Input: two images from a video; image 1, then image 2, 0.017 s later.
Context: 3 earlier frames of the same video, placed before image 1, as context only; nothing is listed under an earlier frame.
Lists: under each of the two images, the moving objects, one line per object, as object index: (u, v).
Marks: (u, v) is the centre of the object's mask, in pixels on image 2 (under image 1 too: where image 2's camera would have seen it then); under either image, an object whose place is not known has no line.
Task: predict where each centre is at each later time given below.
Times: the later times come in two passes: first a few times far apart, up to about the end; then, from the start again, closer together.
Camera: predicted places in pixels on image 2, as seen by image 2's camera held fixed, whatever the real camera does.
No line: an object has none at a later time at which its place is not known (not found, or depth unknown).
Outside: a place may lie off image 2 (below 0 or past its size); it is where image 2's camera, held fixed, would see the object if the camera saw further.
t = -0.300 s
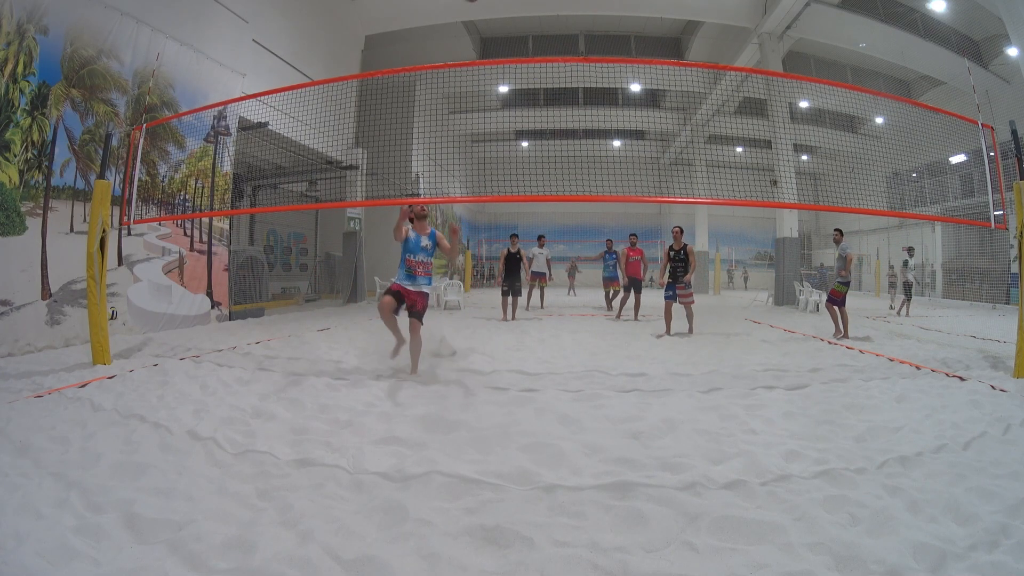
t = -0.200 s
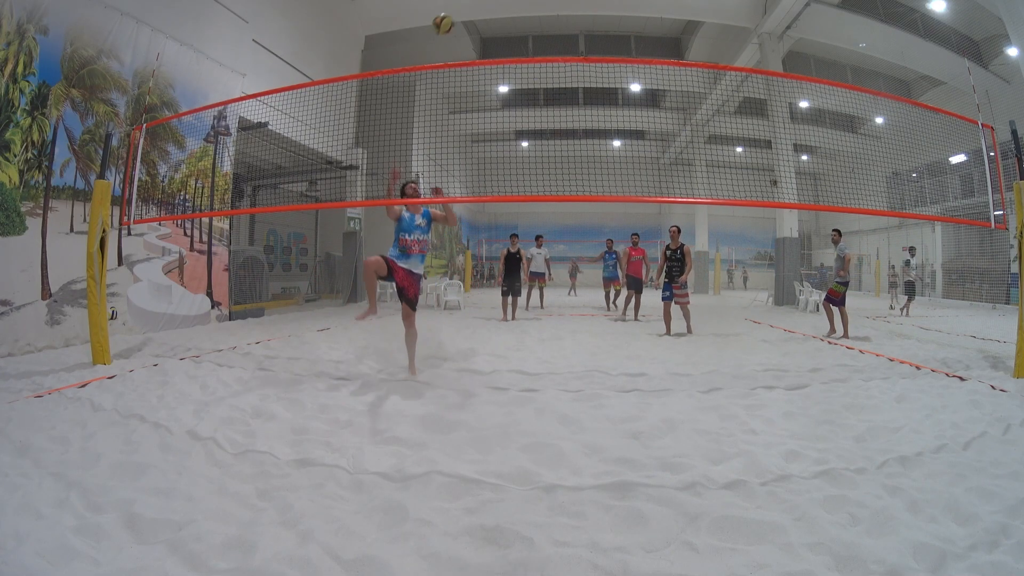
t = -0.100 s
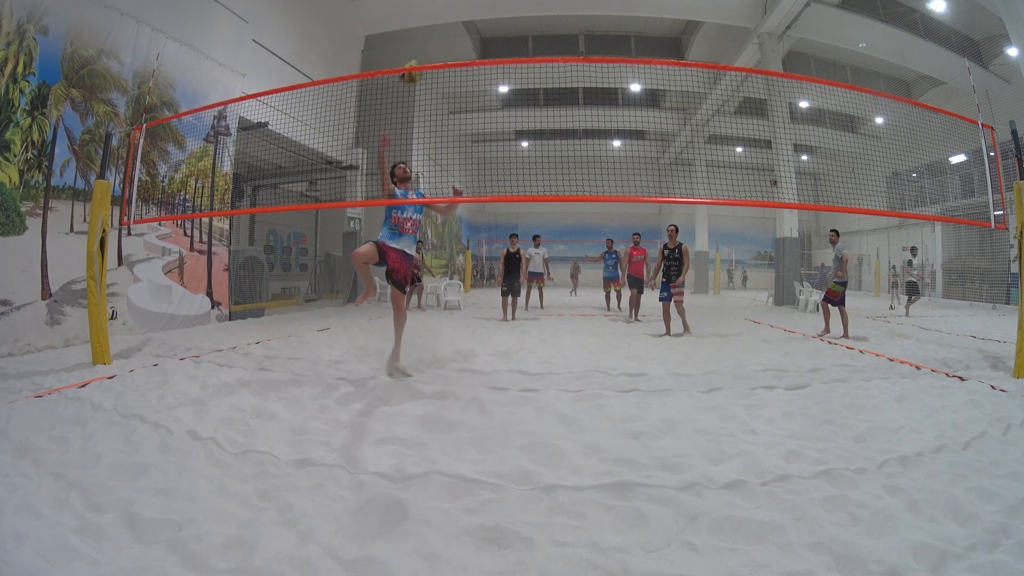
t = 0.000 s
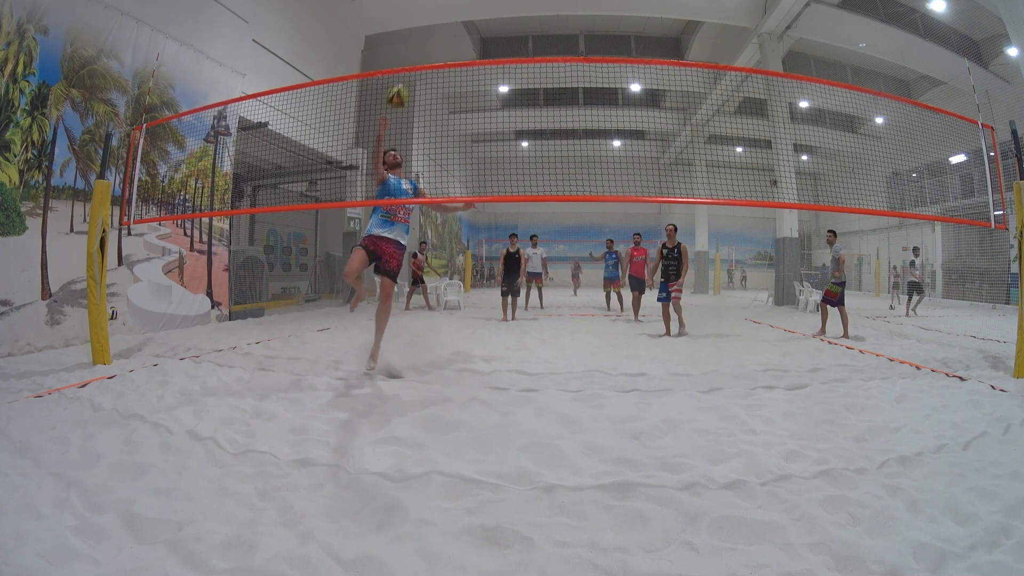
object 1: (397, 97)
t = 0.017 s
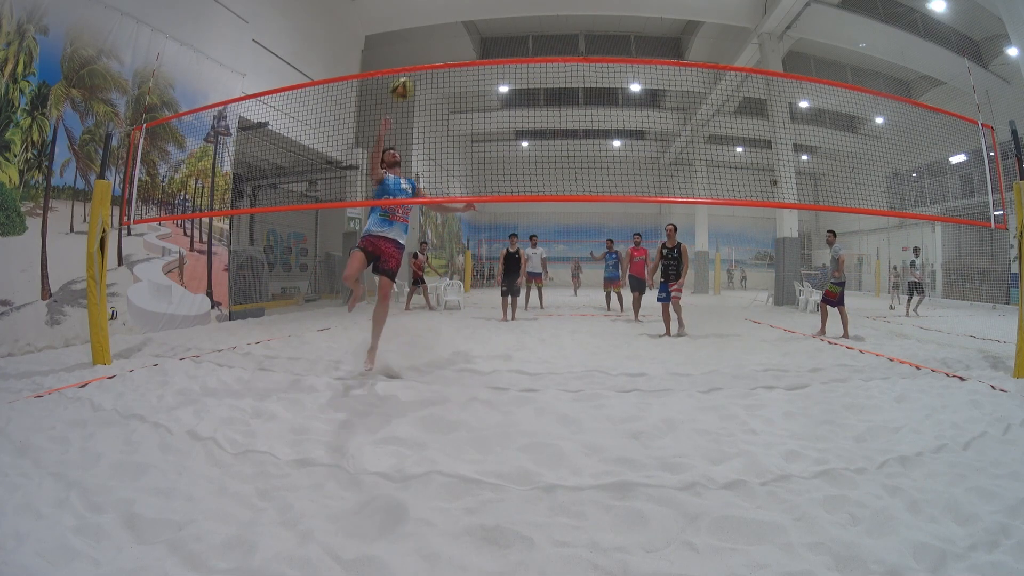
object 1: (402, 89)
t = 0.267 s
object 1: (456, 21)
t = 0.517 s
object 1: (503, 15)
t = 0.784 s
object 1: (550, 72)
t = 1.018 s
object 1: (591, 183)
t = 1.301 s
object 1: (635, 367)
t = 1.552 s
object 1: (712, 322)
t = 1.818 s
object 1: (774, 343)
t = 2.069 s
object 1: (813, 331)
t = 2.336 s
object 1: (843, 348)
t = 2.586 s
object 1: (864, 341)
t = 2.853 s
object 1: (879, 343)
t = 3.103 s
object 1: (888, 343)
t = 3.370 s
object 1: (892, 340)
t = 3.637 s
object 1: (895, 339)
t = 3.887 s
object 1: (899, 339)
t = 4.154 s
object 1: (898, 339)
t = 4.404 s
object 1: (896, 340)
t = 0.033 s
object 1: (405, 83)
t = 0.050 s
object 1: (409, 79)
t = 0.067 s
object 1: (413, 68)
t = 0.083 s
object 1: (417, 60)
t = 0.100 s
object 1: (421, 56)
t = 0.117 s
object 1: (425, 53)
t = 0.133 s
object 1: (428, 48)
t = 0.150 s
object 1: (432, 44)
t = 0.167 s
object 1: (436, 39)
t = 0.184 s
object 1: (439, 35)
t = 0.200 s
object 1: (443, 32)
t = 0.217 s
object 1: (446, 29)
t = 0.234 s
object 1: (450, 26)
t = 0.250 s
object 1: (453, 23)
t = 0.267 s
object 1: (456, 21)
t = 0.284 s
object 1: (459, 19)
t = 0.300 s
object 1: (462, 17)
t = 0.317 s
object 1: (466, 15)
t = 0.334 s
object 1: (469, 14)
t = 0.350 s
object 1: (472, 13)
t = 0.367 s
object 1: (476, 11)
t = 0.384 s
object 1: (479, 11)
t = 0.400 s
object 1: (481, 11)
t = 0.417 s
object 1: (485, 11)
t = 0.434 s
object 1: (488, 11)
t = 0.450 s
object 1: (491, 11)
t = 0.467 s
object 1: (494, 12)
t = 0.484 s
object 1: (497, 13)
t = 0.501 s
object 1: (500, 14)
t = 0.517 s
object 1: (503, 15)
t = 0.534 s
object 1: (506, 17)
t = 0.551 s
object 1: (509, 18)
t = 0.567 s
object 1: (512, 20)
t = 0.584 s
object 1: (515, 23)
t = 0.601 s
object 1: (518, 26)
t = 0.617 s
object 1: (521, 29)
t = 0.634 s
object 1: (524, 32)
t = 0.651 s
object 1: (527, 35)
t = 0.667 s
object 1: (530, 39)
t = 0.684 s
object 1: (533, 42)
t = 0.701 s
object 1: (536, 46)
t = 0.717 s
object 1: (539, 49)
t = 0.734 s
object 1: (542, 52)
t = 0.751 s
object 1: (545, 60)
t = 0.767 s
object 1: (547, 69)
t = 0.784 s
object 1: (550, 72)
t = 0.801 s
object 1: (553, 77)
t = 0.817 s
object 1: (556, 84)
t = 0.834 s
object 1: (559, 90)
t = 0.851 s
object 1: (561, 97)
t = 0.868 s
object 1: (565, 103)
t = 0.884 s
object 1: (567, 111)
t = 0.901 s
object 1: (570, 119)
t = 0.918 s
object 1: (574, 128)
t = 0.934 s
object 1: (576, 136)
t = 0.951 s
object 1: (579, 144)
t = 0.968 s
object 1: (582, 154)
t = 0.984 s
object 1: (585, 164)
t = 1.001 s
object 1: (588, 173)
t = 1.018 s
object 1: (591, 183)
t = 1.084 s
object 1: (602, 227)
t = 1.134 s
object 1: (610, 263)
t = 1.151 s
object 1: (612, 278)
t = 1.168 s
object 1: (614, 290)
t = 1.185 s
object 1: (616, 302)
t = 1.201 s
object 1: (619, 316)
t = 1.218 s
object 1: (621, 329)
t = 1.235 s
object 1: (622, 343)
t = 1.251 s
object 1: (624, 356)
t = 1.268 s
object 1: (626, 370)
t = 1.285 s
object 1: (630, 373)
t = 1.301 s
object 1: (635, 367)
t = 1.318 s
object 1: (641, 362)
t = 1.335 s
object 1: (647, 357)
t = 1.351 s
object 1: (653, 353)
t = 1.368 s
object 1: (657, 349)
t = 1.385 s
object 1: (663, 345)
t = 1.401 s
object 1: (668, 341)
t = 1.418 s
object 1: (673, 338)
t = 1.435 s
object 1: (678, 335)
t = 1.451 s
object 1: (684, 332)
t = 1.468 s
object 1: (689, 330)
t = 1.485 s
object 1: (693, 327)
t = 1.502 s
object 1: (698, 326)
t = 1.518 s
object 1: (703, 325)
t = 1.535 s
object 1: (708, 323)
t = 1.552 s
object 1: (712, 322)
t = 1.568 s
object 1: (717, 322)
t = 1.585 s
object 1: (721, 322)
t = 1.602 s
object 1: (726, 322)
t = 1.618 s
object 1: (729, 322)
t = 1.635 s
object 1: (734, 322)
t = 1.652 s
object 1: (738, 323)
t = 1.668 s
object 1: (742, 324)
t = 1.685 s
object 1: (746, 325)
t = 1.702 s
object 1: (750, 327)
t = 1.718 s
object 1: (753, 328)
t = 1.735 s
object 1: (757, 331)
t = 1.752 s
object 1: (760, 333)
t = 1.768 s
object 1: (764, 335)
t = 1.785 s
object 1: (767, 338)
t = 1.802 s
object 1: (771, 340)
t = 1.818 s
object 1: (774, 343)
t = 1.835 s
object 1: (778, 347)
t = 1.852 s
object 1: (781, 351)
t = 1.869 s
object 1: (784, 355)
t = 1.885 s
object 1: (786, 355)
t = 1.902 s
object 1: (789, 352)
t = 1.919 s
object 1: (792, 349)
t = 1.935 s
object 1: (794, 346)
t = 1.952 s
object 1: (797, 343)
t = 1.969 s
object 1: (799, 341)
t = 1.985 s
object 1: (801, 339)
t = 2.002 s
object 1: (804, 337)
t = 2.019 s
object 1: (806, 335)
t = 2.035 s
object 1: (808, 334)
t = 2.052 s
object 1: (811, 332)
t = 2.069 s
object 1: (813, 331)
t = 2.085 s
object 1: (815, 331)
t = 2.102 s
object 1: (817, 331)
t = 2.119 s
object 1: (819, 330)
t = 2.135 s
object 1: (821, 331)
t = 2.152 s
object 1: (823, 331)
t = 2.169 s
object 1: (825, 331)
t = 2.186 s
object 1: (827, 332)
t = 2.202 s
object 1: (829, 332)
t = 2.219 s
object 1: (831, 334)
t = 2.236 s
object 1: (833, 335)
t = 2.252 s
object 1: (835, 336)
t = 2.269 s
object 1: (836, 338)
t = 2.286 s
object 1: (838, 340)
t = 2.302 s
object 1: (840, 342)
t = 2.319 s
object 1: (841, 345)
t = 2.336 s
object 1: (843, 348)
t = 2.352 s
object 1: (845, 350)
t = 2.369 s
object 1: (846, 349)
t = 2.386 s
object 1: (848, 349)
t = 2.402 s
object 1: (850, 349)
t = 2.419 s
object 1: (852, 350)
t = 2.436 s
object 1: (854, 351)
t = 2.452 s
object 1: (855, 350)
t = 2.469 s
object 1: (856, 349)
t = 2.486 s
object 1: (857, 347)
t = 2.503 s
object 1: (859, 345)
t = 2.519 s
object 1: (860, 344)
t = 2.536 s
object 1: (861, 343)
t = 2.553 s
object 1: (862, 342)
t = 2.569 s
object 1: (863, 341)
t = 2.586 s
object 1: (864, 341)
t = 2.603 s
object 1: (865, 341)
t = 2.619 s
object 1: (867, 341)
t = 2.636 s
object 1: (867, 341)
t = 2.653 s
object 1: (868, 341)
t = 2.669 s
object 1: (869, 342)
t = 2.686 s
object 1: (870, 343)
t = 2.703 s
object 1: (871, 344)
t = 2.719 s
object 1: (872, 345)
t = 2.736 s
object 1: (873, 346)
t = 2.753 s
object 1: (874, 346)
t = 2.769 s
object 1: (875, 346)
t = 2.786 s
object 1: (876, 345)
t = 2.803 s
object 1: (877, 345)
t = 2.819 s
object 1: (877, 345)
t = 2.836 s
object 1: (878, 344)
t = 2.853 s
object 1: (879, 343)
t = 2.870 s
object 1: (879, 343)
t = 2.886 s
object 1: (880, 343)
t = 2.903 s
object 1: (881, 343)
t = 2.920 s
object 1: (881, 343)
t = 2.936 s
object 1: (882, 343)
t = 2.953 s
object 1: (883, 343)
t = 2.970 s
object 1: (883, 343)
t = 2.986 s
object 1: (884, 343)
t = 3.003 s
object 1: (884, 344)
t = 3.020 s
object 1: (885, 344)
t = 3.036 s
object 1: (886, 344)
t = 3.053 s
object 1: (886, 344)
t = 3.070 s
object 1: (887, 344)
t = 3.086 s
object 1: (887, 344)
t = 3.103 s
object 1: (888, 343)
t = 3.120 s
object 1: (888, 343)
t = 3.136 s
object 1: (889, 343)
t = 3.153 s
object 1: (889, 342)
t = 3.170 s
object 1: (889, 342)
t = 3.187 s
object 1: (889, 342)
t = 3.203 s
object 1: (890, 342)
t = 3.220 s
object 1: (890, 342)
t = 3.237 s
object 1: (890, 342)
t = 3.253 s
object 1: (890, 341)
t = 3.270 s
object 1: (890, 341)
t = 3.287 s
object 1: (891, 341)
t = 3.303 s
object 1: (891, 341)
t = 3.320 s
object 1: (891, 340)
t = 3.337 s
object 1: (891, 340)
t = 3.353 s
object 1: (891, 340)
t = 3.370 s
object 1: (892, 340)
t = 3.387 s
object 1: (892, 340)
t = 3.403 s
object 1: (892, 340)
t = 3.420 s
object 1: (892, 340)
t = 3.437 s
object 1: (892, 340)
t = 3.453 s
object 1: (892, 339)
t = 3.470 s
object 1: (892, 339)
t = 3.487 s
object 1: (893, 339)
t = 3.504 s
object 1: (893, 339)
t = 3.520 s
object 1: (893, 339)
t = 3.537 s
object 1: (893, 339)
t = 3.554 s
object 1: (893, 339)
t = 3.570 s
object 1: (894, 339)
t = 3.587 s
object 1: (894, 339)
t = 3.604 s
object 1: (894, 339)
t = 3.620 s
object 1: (895, 339)
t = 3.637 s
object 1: (895, 339)
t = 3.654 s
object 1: (895, 340)
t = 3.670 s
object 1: (896, 340)
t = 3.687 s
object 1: (896, 340)
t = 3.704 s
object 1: (896, 340)
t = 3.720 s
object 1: (897, 340)
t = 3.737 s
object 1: (897, 340)
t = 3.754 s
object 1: (897, 340)
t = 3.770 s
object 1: (898, 340)
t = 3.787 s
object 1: (898, 340)
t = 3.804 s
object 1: (898, 339)
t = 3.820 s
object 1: (898, 339)
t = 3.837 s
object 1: (898, 339)
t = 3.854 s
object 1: (898, 339)
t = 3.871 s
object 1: (898, 339)
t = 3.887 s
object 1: (899, 339)
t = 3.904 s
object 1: (899, 339)
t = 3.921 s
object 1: (899, 338)
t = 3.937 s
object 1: (899, 338)
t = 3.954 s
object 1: (899, 338)
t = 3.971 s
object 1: (899, 338)
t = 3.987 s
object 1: (899, 338)
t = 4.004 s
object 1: (899, 338)
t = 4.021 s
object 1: (899, 338)
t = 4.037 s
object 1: (899, 338)
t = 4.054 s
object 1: (899, 338)
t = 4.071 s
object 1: (899, 338)
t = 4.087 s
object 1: (899, 338)
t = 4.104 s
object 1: (899, 338)
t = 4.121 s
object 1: (899, 338)
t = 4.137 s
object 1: (899, 338)
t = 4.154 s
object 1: (898, 339)
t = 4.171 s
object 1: (898, 339)
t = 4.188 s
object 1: (898, 339)
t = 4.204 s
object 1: (898, 339)
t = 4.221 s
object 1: (898, 339)
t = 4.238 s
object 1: (898, 339)
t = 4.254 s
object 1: (898, 340)
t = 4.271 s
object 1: (898, 340)
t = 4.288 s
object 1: (897, 340)
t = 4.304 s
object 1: (897, 340)
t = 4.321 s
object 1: (897, 340)
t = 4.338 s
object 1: (897, 340)
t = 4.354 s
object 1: (896, 340)
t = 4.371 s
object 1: (896, 340)
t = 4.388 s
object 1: (896, 340)
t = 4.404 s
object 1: (896, 340)
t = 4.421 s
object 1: (896, 340)
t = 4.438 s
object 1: (896, 340)
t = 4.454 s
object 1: (896, 340)
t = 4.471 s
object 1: (896, 340)
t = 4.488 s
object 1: (895, 340)
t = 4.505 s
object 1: (895, 340)
